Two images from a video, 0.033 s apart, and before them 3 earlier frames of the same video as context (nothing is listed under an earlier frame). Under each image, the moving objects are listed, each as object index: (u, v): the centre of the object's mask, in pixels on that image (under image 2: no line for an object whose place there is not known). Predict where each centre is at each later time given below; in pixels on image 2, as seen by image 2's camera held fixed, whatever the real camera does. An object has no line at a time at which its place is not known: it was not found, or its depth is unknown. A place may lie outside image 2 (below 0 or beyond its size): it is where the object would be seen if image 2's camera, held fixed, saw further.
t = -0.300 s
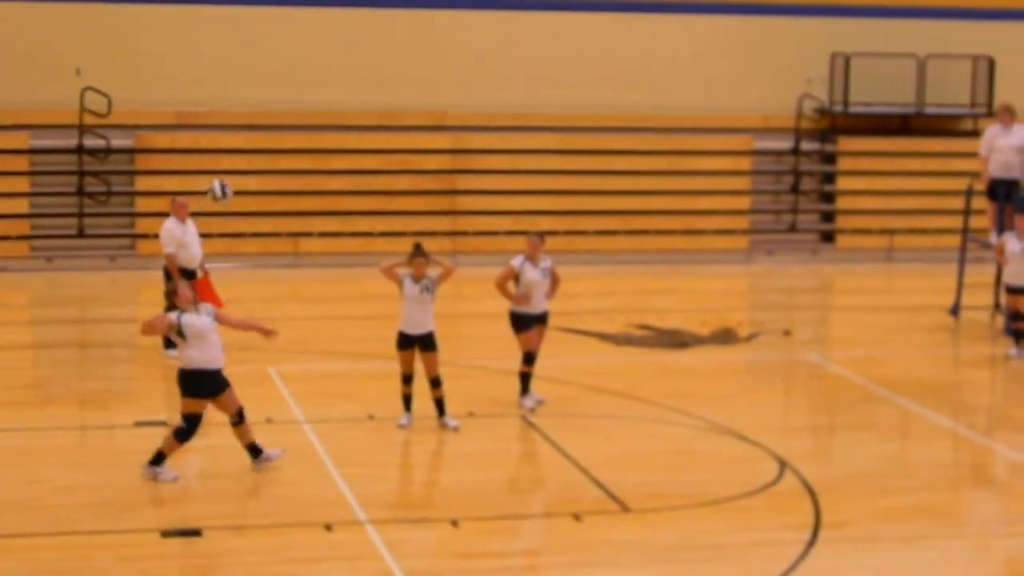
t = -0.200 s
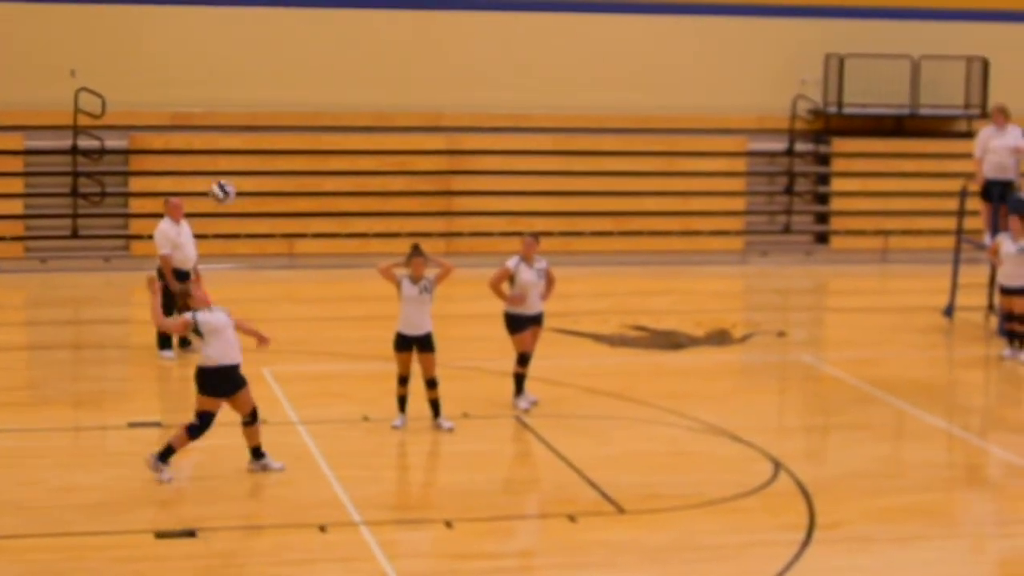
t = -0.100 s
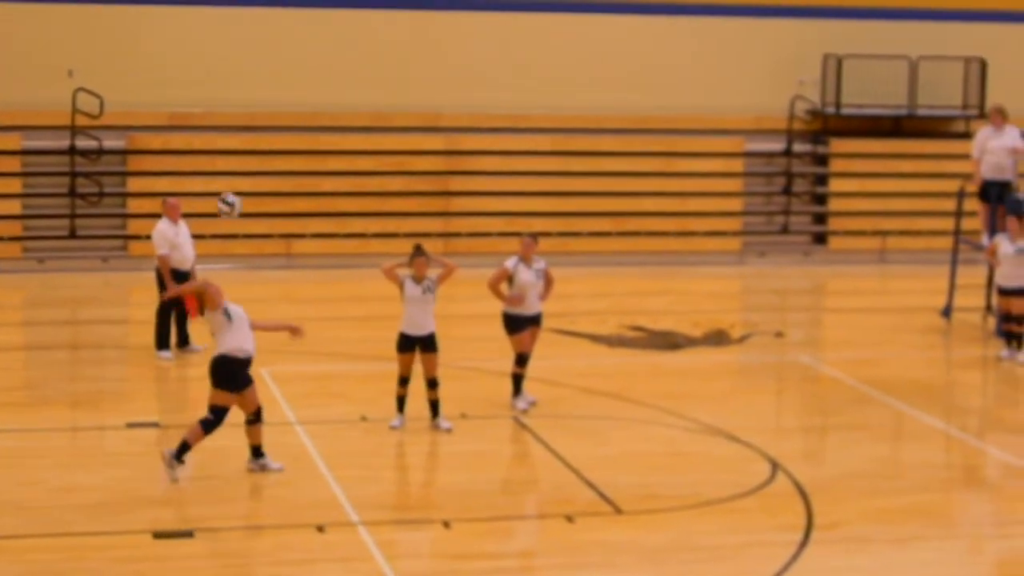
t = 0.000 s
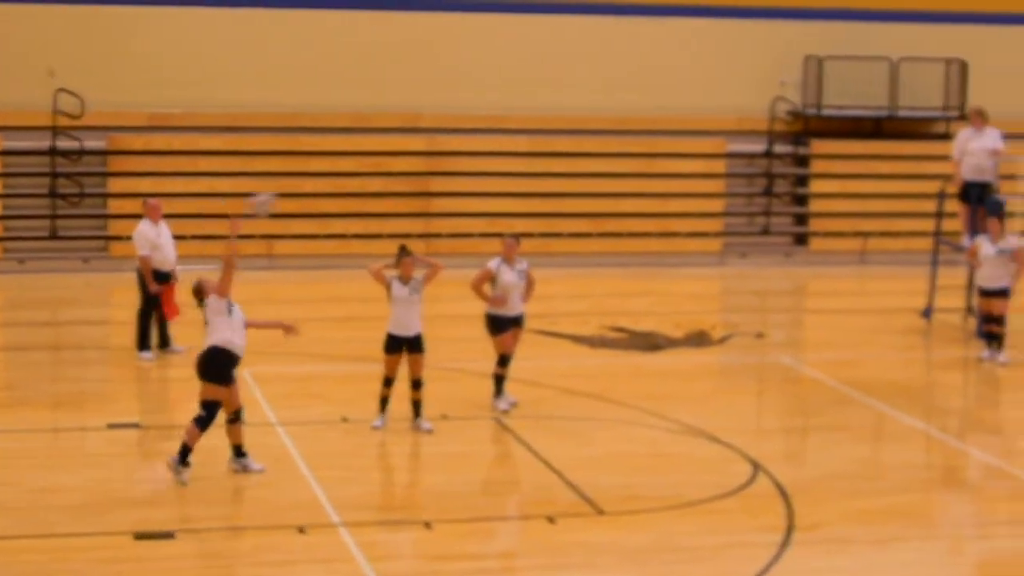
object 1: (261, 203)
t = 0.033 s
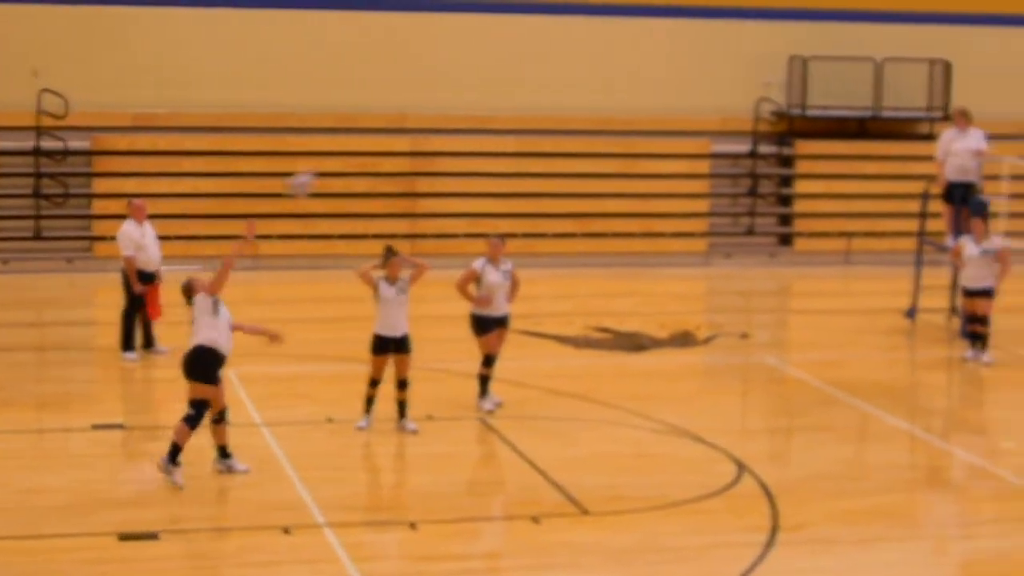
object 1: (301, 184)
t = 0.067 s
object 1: (353, 165)
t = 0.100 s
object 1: (400, 146)
